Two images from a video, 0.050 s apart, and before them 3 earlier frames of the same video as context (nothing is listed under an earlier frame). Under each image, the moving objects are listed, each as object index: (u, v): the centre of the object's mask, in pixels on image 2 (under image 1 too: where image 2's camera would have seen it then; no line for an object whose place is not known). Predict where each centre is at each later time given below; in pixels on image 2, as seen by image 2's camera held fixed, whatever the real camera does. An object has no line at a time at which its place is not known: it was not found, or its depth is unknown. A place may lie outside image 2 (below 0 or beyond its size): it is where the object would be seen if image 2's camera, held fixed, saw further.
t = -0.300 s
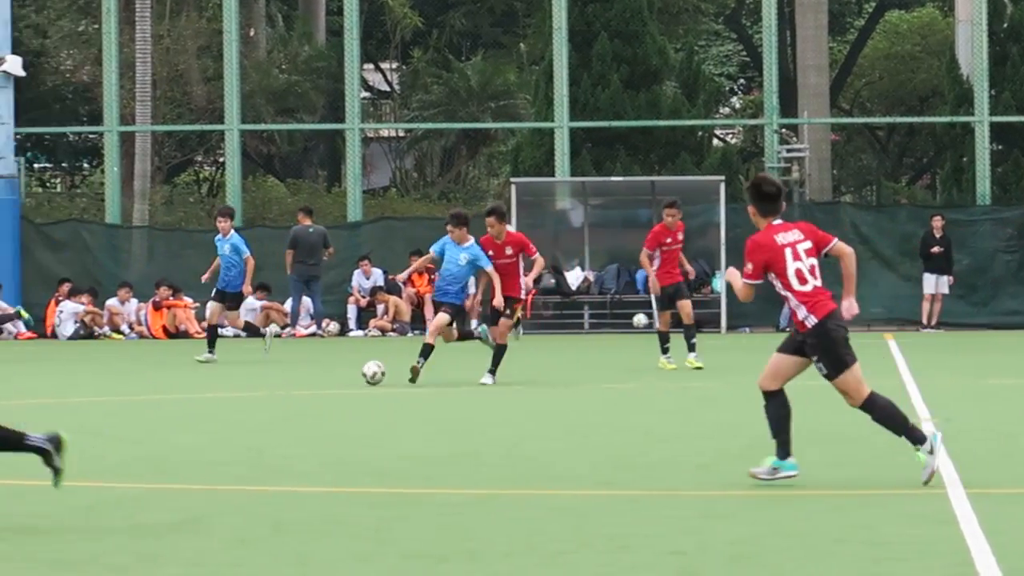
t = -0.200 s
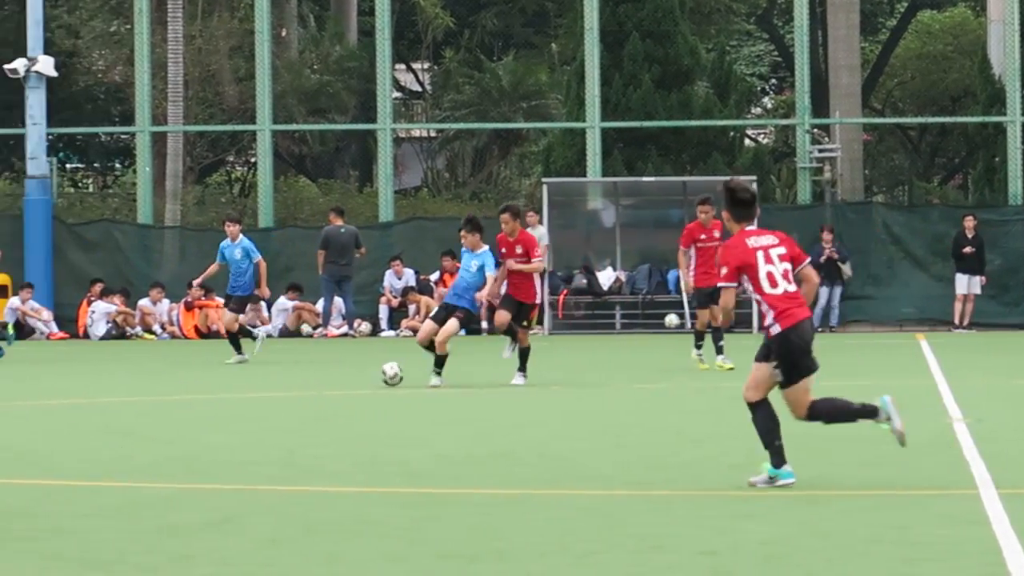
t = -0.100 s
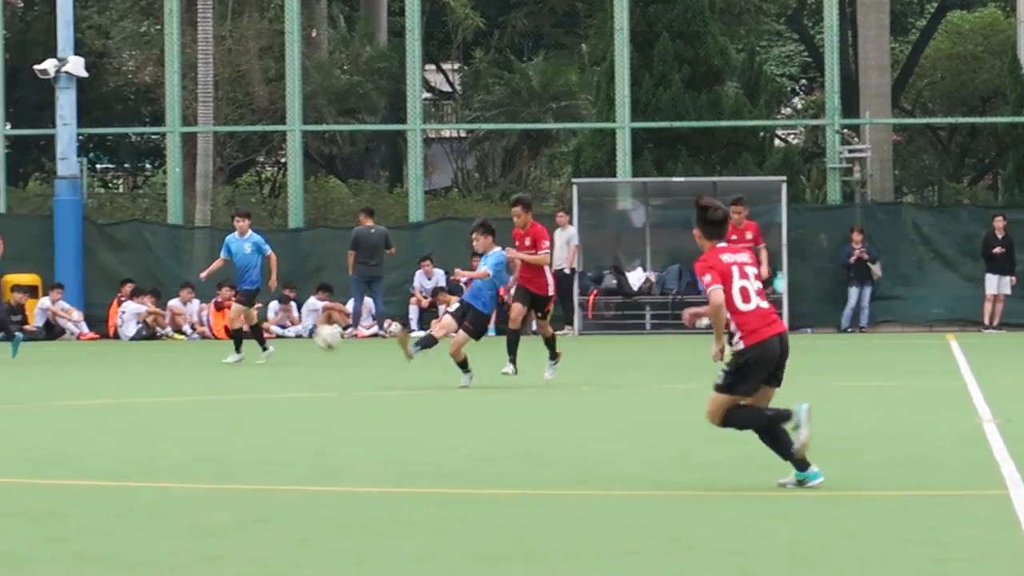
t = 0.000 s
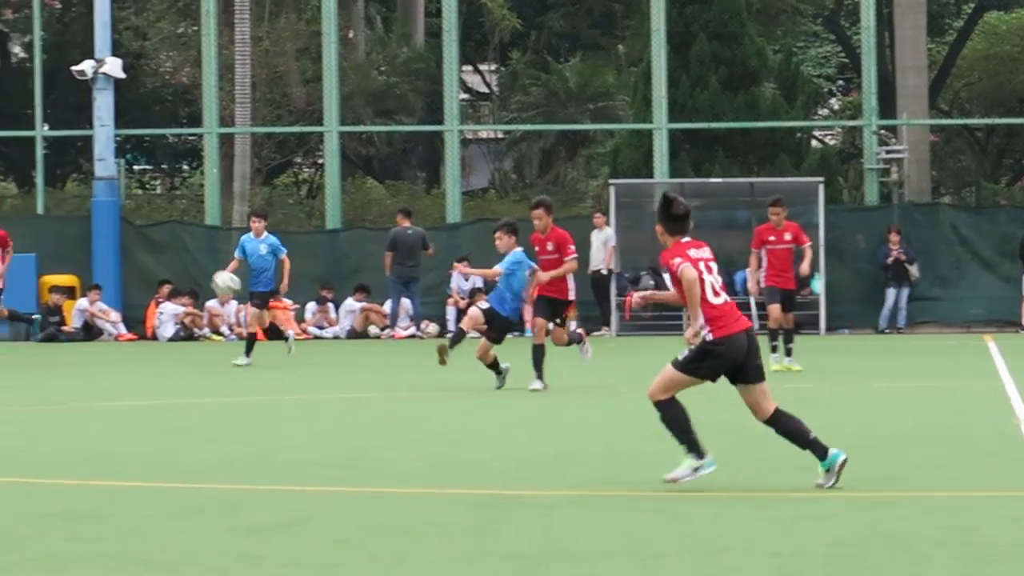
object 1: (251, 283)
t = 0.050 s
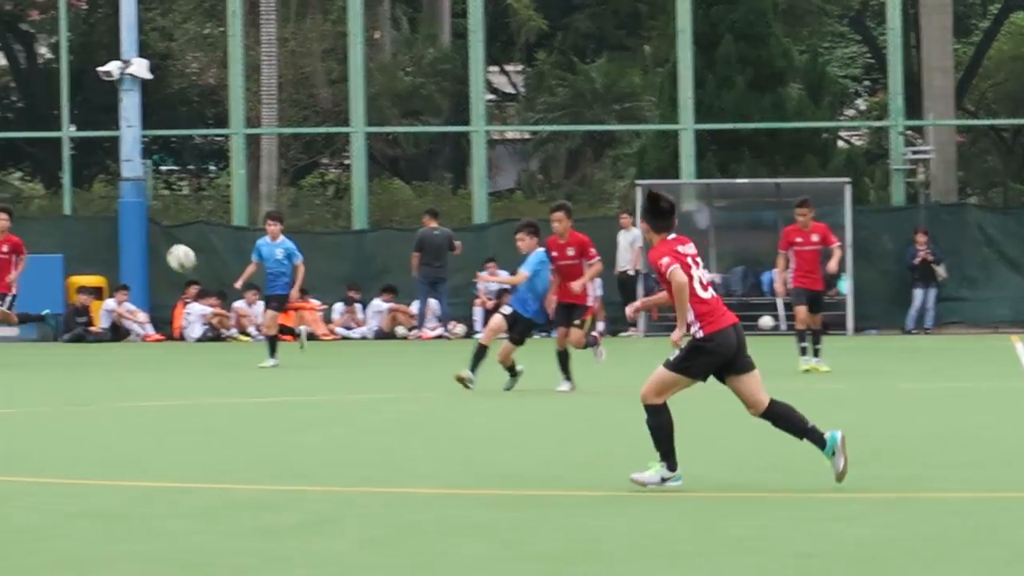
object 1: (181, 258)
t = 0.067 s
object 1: (158, 250)
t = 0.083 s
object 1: (133, 241)
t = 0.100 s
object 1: (109, 234)
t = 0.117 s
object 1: (84, 226)
